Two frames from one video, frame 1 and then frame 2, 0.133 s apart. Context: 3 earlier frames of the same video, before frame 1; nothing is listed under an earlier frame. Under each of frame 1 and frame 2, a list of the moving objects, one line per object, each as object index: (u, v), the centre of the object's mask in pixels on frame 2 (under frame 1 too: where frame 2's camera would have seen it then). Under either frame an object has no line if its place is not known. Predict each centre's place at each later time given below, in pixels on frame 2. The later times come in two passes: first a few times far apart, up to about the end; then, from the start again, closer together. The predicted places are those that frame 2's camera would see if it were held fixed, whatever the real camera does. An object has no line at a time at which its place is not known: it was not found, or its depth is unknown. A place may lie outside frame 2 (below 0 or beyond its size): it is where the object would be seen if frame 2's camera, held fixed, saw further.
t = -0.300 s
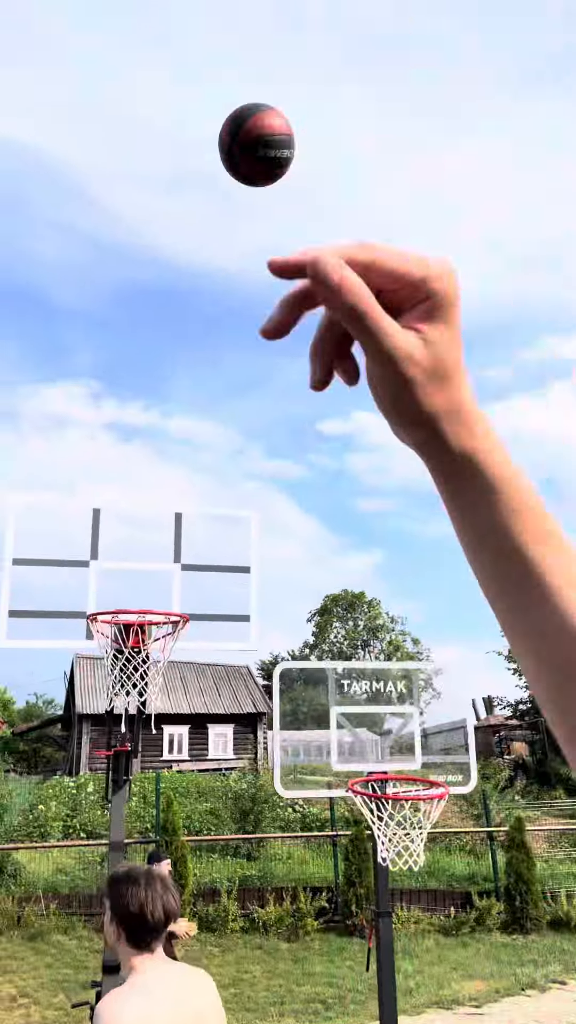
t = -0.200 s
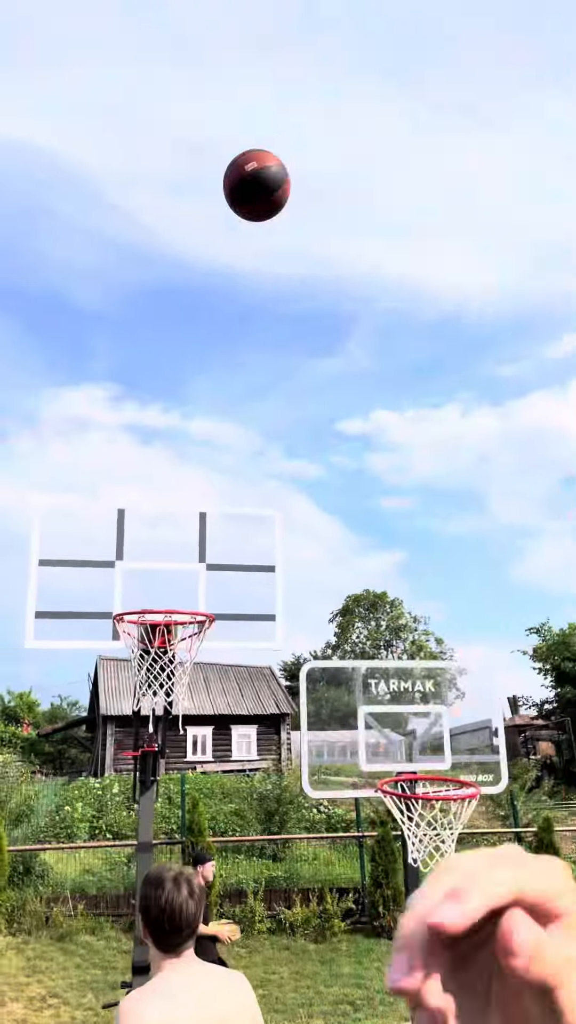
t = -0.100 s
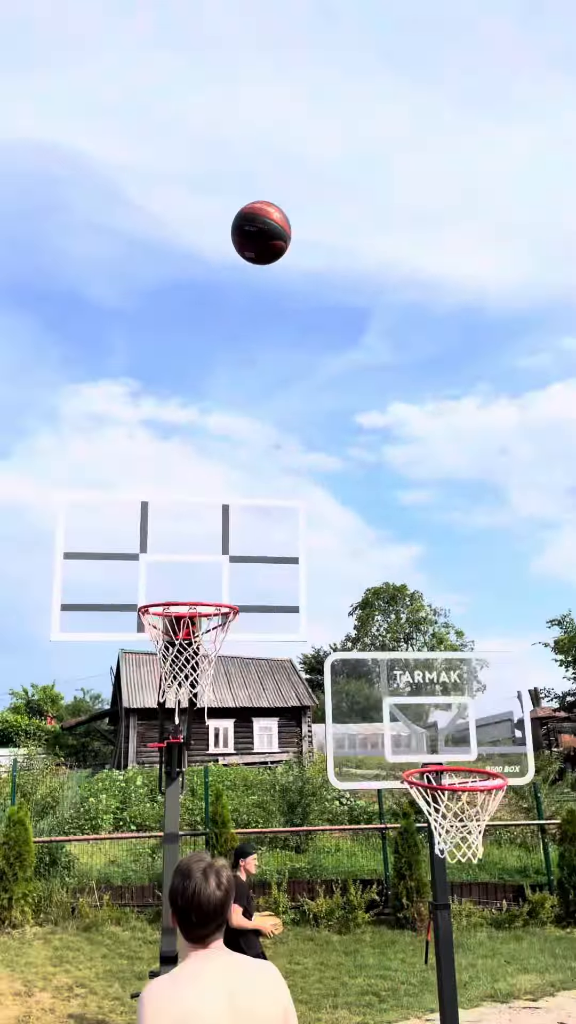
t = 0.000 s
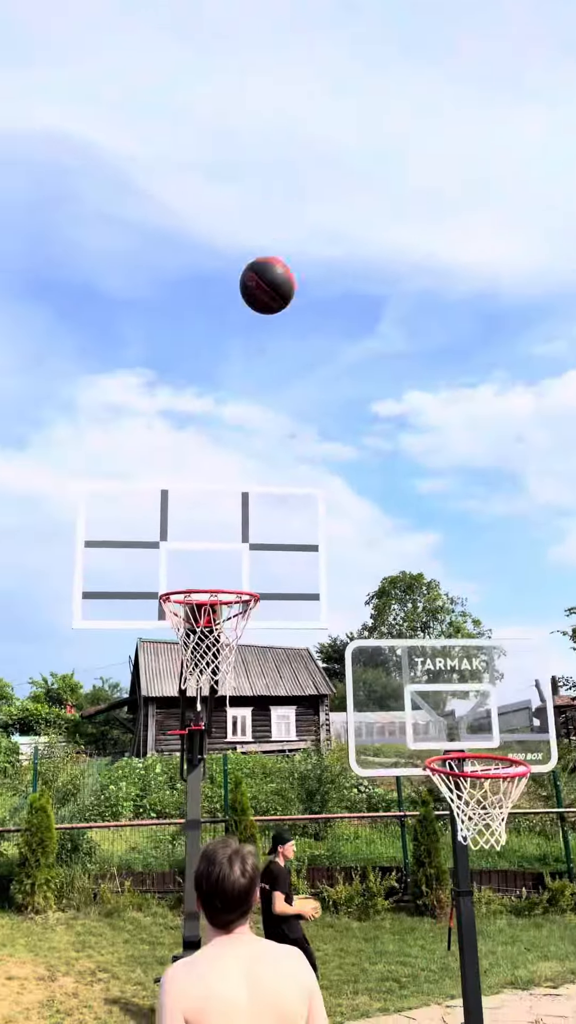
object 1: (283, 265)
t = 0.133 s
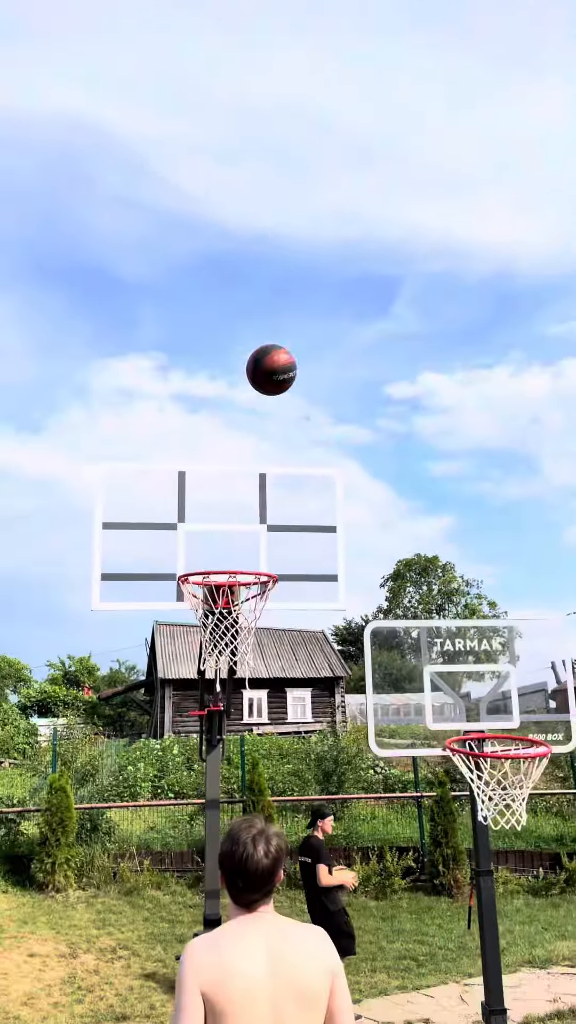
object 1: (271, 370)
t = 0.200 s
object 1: (266, 429)
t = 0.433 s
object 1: (220, 615)
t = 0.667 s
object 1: (157, 692)
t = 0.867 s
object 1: (108, 849)
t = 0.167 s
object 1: (269, 399)
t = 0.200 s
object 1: (266, 429)
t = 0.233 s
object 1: (264, 459)
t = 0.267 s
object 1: (261, 492)
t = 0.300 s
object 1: (259, 524)
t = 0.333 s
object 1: (257, 555)
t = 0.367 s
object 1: (248, 582)
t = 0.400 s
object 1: (230, 599)
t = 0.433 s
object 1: (220, 615)
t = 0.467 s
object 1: (206, 631)
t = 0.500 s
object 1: (199, 638)
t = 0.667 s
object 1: (157, 692)
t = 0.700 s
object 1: (148, 711)
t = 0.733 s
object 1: (142, 731)
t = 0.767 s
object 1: (133, 755)
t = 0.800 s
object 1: (126, 784)
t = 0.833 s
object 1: (116, 814)
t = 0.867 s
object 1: (108, 849)
